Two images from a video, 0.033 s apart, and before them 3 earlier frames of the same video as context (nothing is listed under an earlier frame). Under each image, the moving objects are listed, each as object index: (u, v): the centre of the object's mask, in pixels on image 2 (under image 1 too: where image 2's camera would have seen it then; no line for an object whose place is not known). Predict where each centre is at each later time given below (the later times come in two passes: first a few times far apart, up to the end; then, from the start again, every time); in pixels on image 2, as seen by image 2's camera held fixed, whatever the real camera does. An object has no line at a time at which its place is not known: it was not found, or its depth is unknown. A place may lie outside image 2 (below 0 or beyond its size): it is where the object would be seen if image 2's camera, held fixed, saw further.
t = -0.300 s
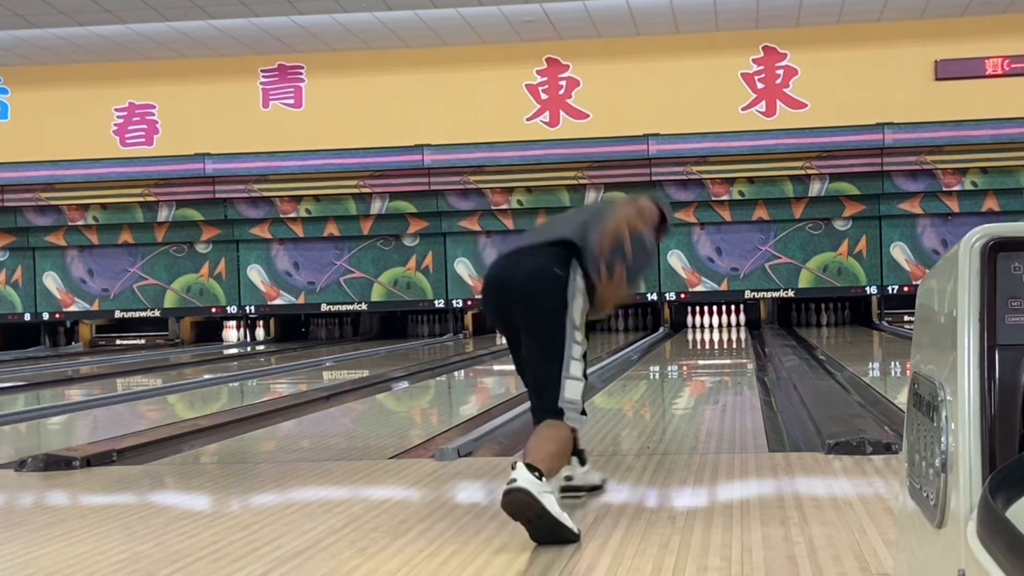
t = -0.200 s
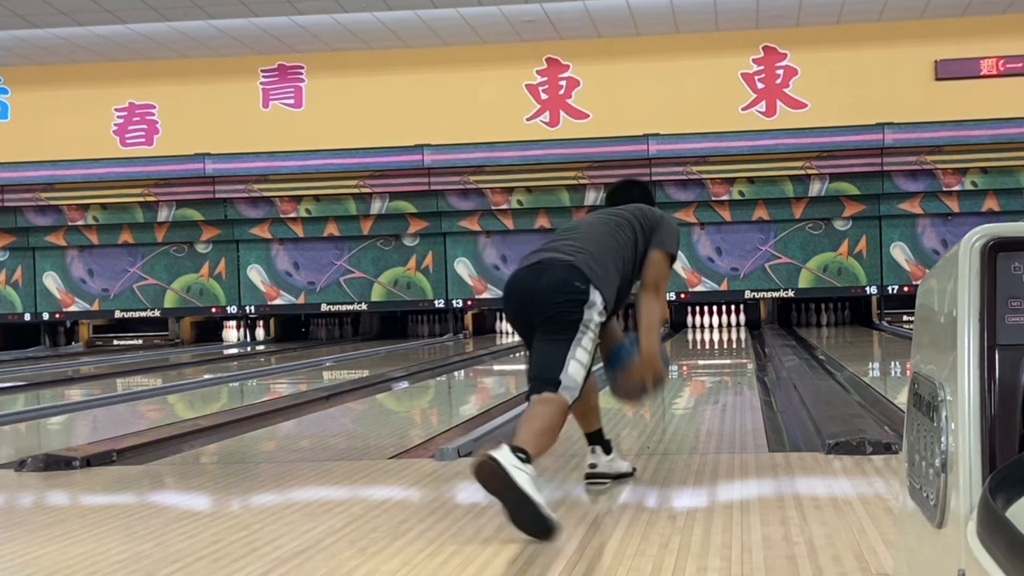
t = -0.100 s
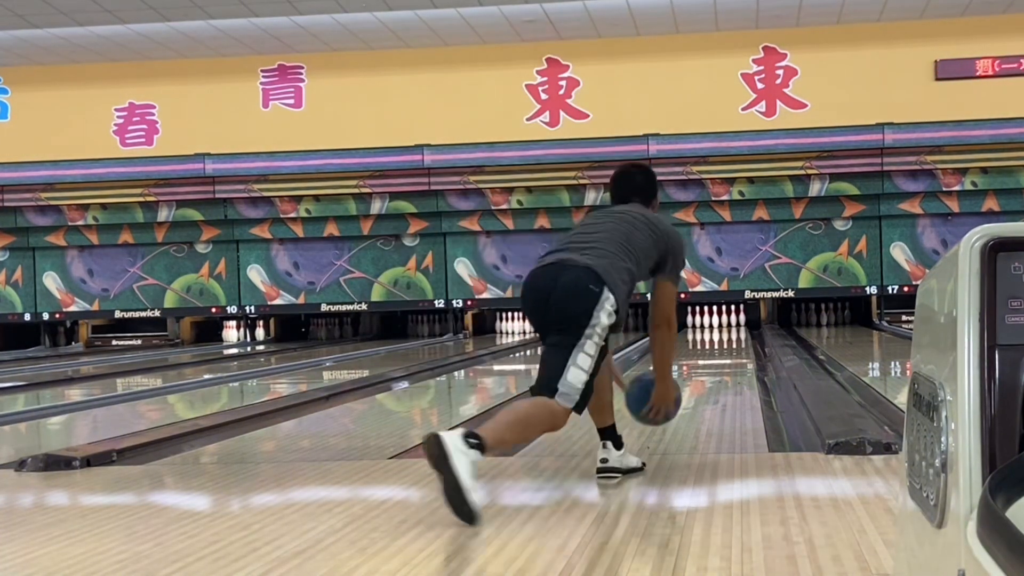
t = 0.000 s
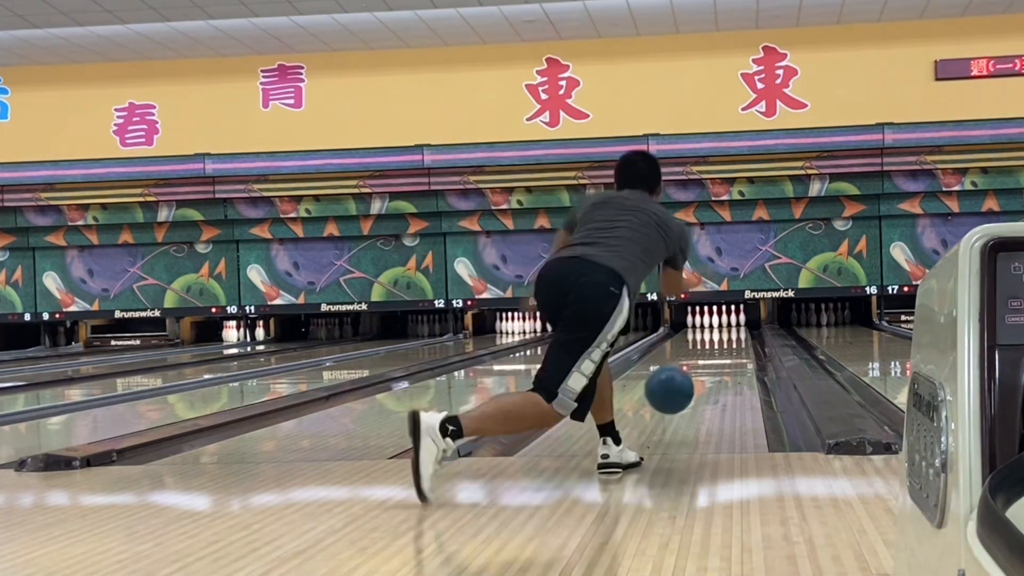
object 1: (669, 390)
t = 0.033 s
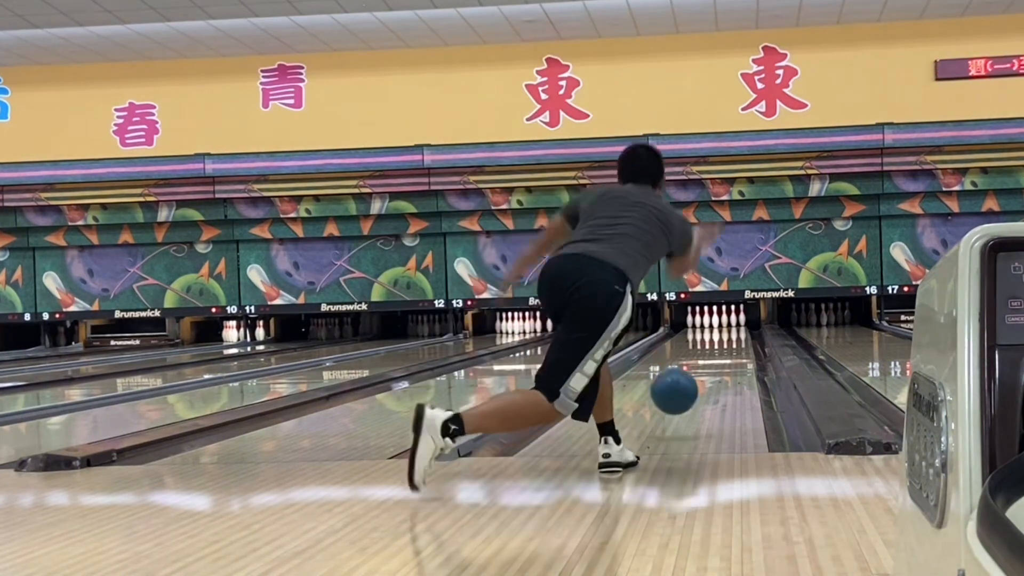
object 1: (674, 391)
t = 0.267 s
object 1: (698, 386)
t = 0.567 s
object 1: (714, 365)
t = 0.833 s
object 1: (722, 352)
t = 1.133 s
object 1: (726, 343)
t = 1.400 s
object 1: (728, 337)
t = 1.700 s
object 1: (728, 331)
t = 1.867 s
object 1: (727, 328)
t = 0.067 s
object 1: (678, 395)
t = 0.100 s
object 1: (683, 401)
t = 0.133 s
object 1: (686, 400)
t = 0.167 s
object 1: (689, 395)
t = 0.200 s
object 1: (692, 393)
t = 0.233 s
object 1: (695, 390)
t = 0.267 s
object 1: (698, 386)
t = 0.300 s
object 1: (700, 384)
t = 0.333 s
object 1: (702, 381)
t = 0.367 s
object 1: (704, 378)
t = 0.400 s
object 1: (706, 376)
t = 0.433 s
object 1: (708, 373)
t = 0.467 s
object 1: (709, 371)
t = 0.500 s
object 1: (711, 369)
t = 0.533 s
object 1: (712, 367)
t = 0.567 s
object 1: (714, 365)
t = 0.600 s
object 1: (715, 363)
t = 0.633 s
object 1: (716, 361)
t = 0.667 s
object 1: (717, 360)
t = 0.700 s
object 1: (718, 358)
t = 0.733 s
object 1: (719, 357)
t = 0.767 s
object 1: (720, 355)
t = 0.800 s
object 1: (721, 354)
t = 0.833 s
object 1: (722, 352)
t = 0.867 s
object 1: (722, 351)
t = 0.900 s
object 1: (723, 350)
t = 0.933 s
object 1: (723, 349)
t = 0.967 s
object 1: (724, 347)
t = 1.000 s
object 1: (725, 346)
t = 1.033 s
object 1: (725, 346)
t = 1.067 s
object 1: (725, 344)
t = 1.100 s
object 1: (726, 344)
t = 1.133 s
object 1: (726, 343)
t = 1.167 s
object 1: (726, 342)
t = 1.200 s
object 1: (727, 341)
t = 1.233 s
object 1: (727, 340)
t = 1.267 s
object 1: (727, 339)
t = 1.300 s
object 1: (728, 338)
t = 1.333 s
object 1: (728, 338)
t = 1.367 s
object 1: (728, 337)
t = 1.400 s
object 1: (728, 337)
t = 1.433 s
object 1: (728, 336)
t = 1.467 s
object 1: (728, 335)
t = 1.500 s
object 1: (729, 334)
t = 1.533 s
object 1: (729, 334)
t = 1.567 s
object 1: (728, 333)
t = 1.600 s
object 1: (728, 332)
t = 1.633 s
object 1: (728, 332)
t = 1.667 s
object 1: (728, 331)
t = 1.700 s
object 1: (728, 331)
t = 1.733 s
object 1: (728, 330)
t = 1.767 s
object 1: (727, 330)
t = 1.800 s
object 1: (727, 329)
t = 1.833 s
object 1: (727, 329)
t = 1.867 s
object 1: (727, 328)
